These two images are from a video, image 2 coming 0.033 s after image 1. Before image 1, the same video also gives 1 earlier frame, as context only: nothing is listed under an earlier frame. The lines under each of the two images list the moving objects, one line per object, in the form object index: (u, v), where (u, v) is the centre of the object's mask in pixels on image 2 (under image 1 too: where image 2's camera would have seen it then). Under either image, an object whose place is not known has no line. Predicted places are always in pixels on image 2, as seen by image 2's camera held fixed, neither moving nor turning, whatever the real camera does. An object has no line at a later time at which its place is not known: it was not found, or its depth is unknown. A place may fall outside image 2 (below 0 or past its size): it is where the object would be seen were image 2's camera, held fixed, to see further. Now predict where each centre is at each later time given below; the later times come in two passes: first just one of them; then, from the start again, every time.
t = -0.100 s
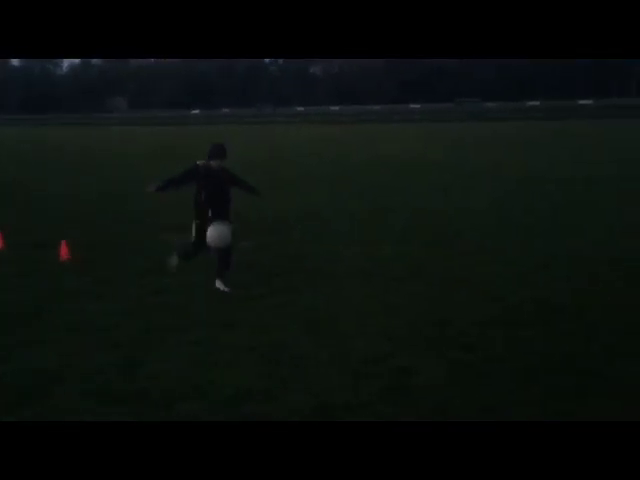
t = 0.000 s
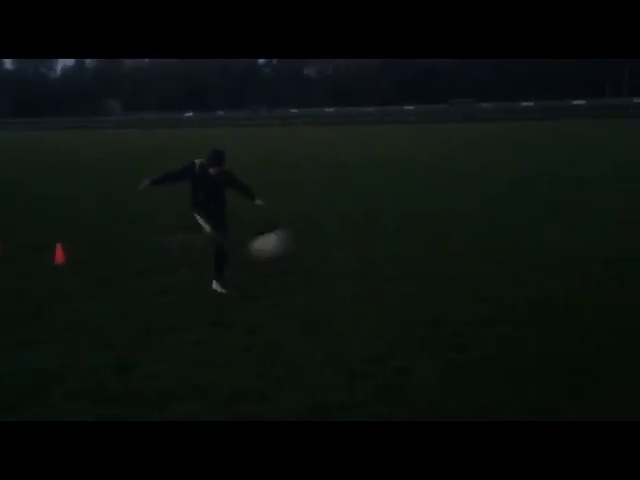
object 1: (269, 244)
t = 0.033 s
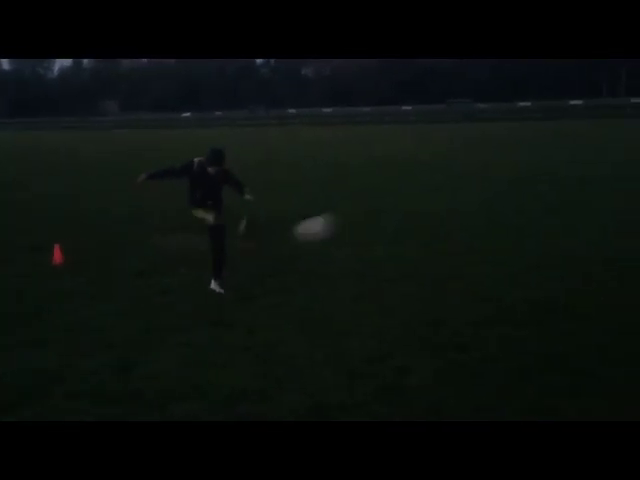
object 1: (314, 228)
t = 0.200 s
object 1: (579, 154)
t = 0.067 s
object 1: (360, 213)
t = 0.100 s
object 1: (413, 196)
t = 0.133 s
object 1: (465, 180)
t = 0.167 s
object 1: (521, 166)
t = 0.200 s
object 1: (579, 154)
